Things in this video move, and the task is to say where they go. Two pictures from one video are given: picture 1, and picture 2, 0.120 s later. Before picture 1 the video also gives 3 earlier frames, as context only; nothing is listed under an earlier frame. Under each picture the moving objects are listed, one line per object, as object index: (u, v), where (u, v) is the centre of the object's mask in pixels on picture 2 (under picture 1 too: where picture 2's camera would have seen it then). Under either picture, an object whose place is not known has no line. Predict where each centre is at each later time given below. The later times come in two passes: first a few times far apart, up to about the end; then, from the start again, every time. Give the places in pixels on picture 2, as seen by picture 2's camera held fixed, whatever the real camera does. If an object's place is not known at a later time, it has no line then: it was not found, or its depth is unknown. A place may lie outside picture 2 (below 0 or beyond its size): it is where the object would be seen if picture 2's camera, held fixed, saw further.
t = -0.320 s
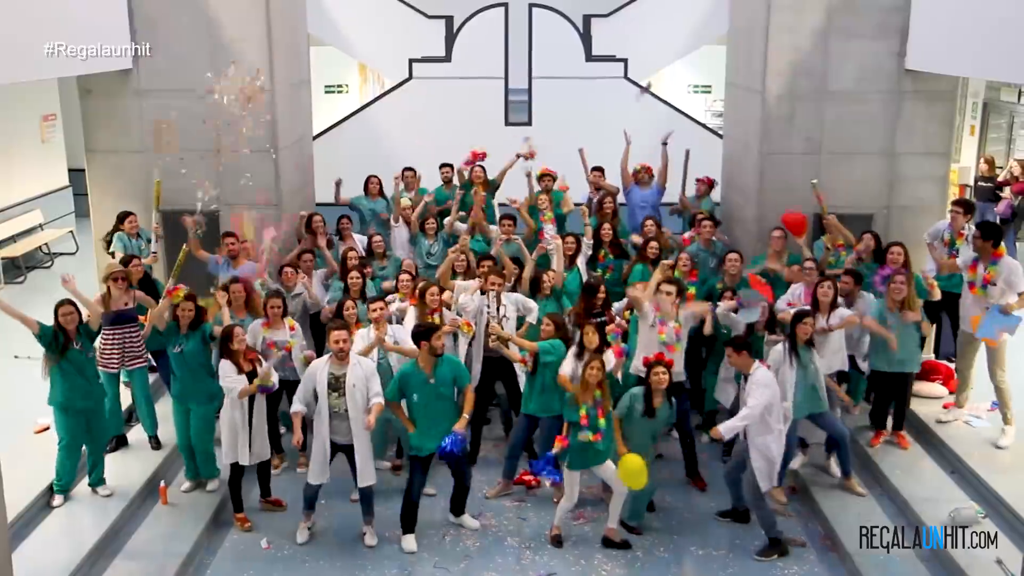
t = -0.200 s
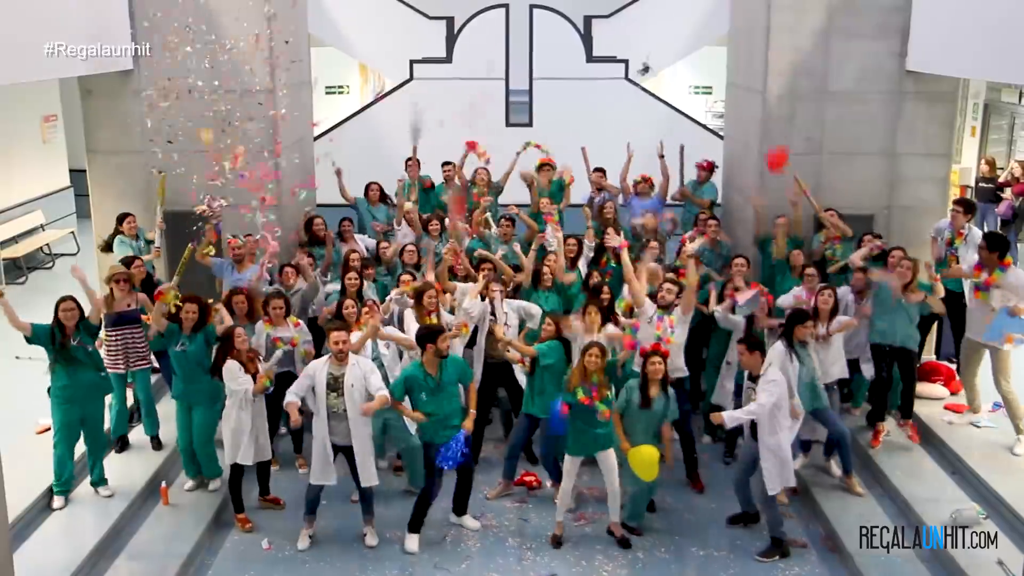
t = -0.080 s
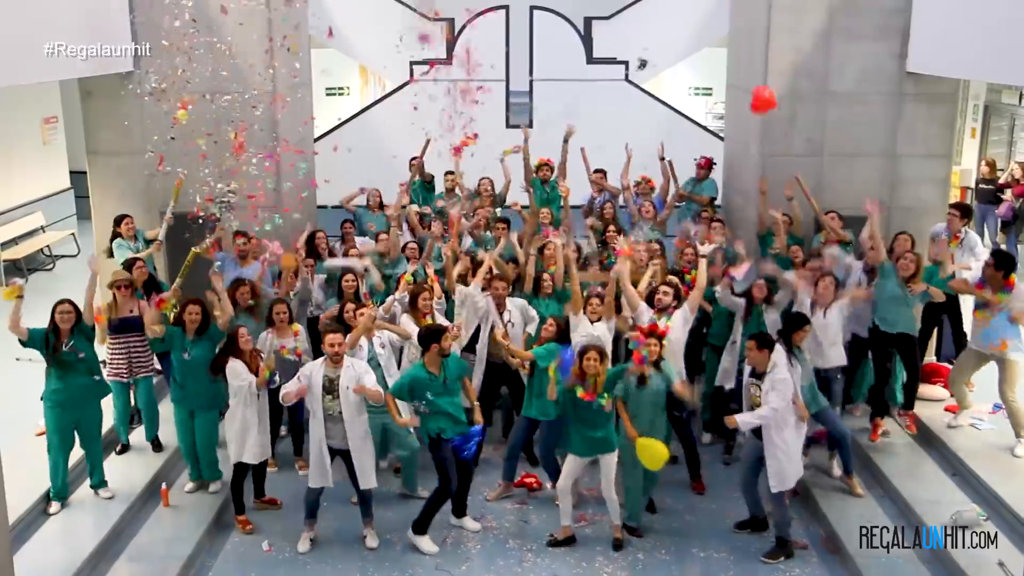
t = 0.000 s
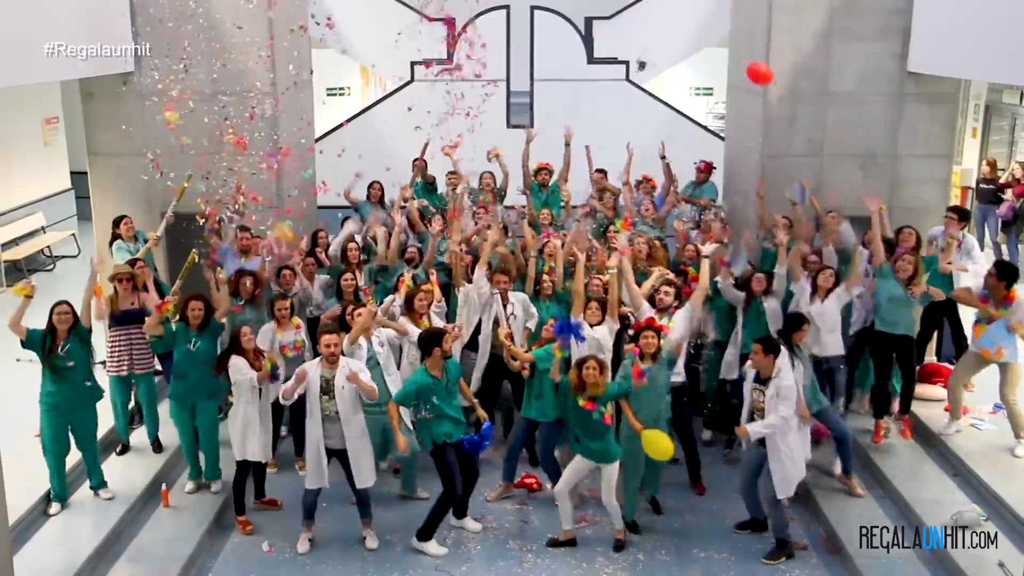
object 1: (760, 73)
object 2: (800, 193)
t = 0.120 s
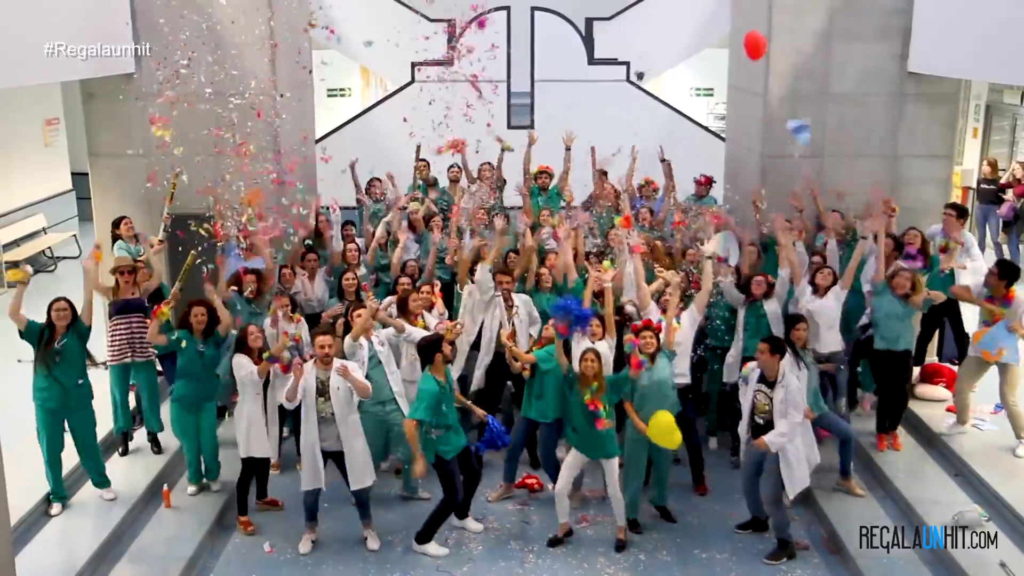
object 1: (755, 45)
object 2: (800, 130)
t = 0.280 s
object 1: (747, 20)
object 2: (809, 99)
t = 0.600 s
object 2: (814, 127)
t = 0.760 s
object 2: (819, 169)
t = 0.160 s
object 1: (753, 39)
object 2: (803, 119)
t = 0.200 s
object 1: (751, 31)
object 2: (805, 110)
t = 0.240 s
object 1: (749, 25)
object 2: (807, 106)
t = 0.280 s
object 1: (747, 20)
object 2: (809, 99)
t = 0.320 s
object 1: (747, 16)
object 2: (810, 97)
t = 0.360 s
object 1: (745, 13)
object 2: (811, 97)
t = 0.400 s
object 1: (743, 11)
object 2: (812, 99)
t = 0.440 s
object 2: (813, 101)
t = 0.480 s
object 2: (813, 104)
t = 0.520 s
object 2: (813, 111)
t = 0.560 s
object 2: (813, 118)
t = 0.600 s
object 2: (814, 127)
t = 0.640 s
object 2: (814, 139)
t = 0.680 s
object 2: (816, 148)
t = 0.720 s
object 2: (817, 159)
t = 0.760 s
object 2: (819, 169)
